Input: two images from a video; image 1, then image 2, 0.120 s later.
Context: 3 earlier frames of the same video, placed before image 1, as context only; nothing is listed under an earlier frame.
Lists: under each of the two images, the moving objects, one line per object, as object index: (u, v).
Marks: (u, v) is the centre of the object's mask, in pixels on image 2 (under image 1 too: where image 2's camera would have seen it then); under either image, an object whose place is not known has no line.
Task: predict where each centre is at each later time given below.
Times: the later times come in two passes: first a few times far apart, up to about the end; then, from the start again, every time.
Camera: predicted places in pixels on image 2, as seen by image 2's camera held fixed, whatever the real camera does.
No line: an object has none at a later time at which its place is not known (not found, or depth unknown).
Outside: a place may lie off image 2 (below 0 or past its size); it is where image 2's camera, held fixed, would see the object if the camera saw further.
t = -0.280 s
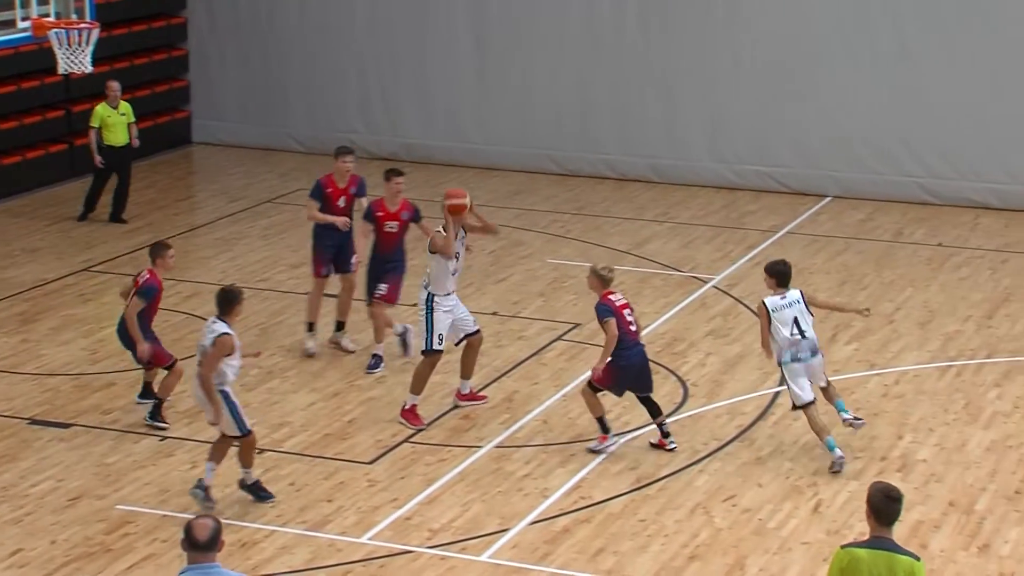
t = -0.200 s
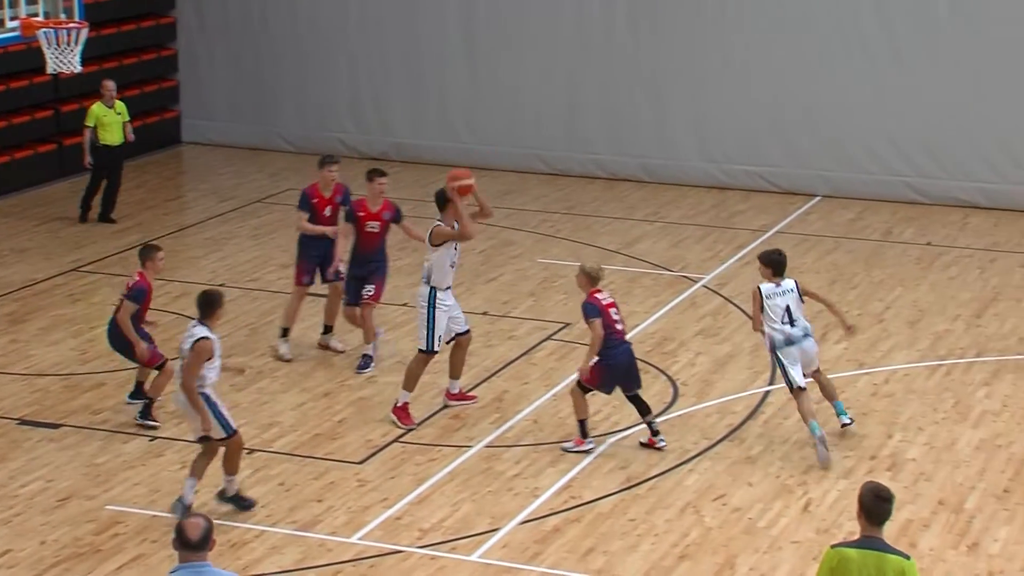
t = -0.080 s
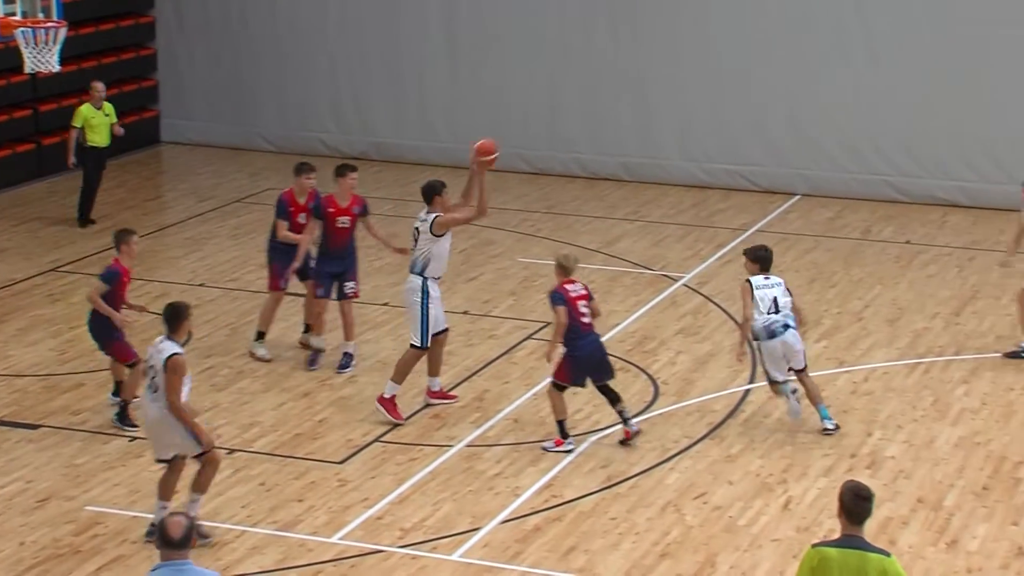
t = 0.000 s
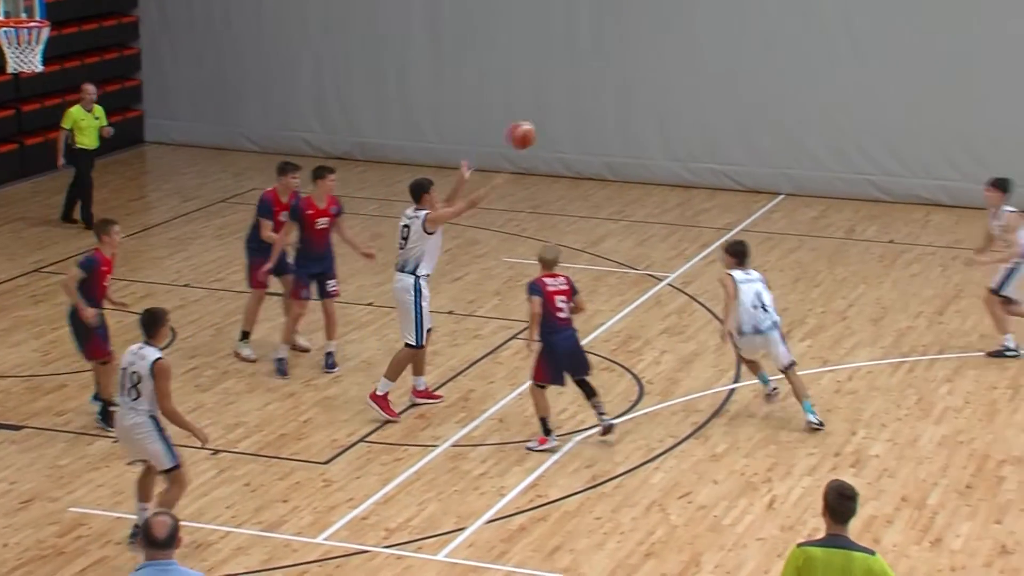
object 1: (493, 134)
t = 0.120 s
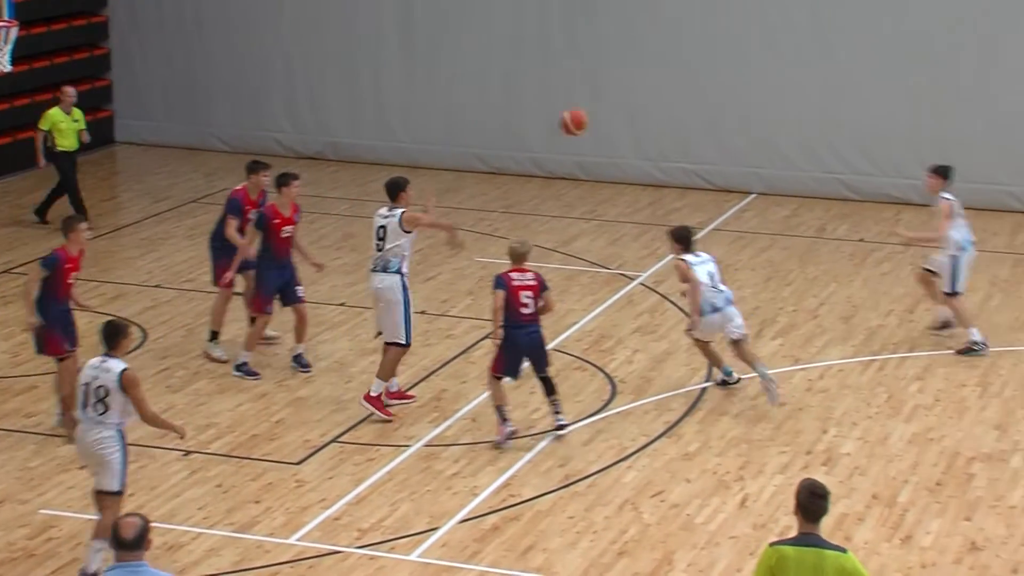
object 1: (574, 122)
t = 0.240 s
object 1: (648, 124)
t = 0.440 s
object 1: (758, 156)
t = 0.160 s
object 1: (599, 121)
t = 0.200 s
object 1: (625, 122)
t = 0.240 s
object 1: (648, 124)
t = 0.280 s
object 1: (670, 127)
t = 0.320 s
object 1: (693, 132)
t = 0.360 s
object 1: (715, 139)
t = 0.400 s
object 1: (736, 147)
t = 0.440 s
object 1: (758, 156)
